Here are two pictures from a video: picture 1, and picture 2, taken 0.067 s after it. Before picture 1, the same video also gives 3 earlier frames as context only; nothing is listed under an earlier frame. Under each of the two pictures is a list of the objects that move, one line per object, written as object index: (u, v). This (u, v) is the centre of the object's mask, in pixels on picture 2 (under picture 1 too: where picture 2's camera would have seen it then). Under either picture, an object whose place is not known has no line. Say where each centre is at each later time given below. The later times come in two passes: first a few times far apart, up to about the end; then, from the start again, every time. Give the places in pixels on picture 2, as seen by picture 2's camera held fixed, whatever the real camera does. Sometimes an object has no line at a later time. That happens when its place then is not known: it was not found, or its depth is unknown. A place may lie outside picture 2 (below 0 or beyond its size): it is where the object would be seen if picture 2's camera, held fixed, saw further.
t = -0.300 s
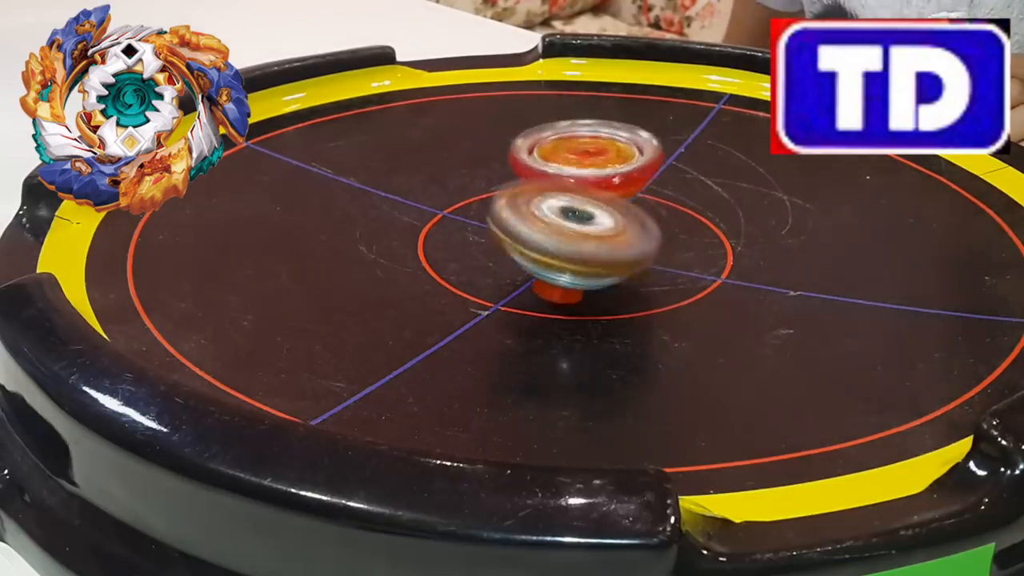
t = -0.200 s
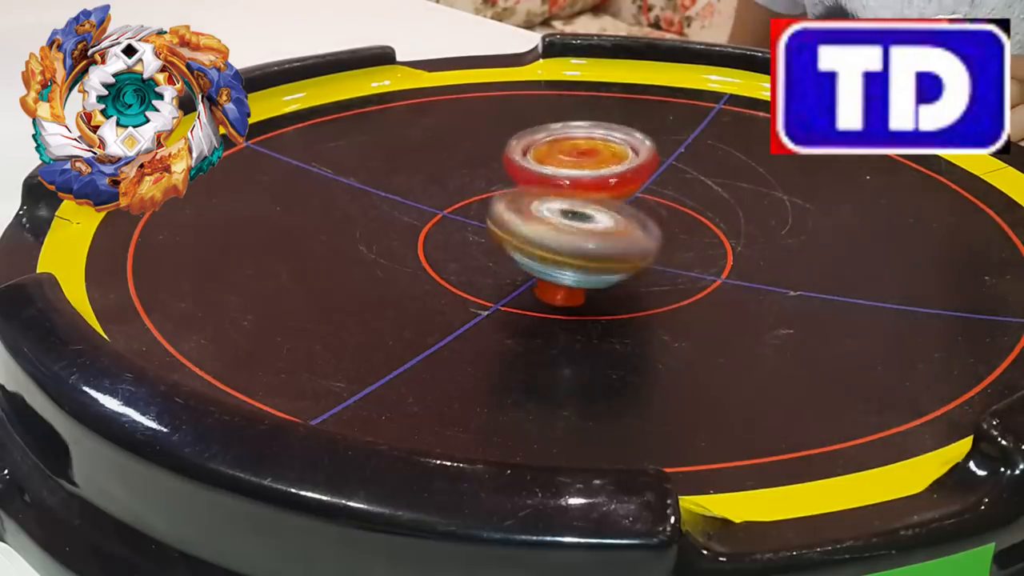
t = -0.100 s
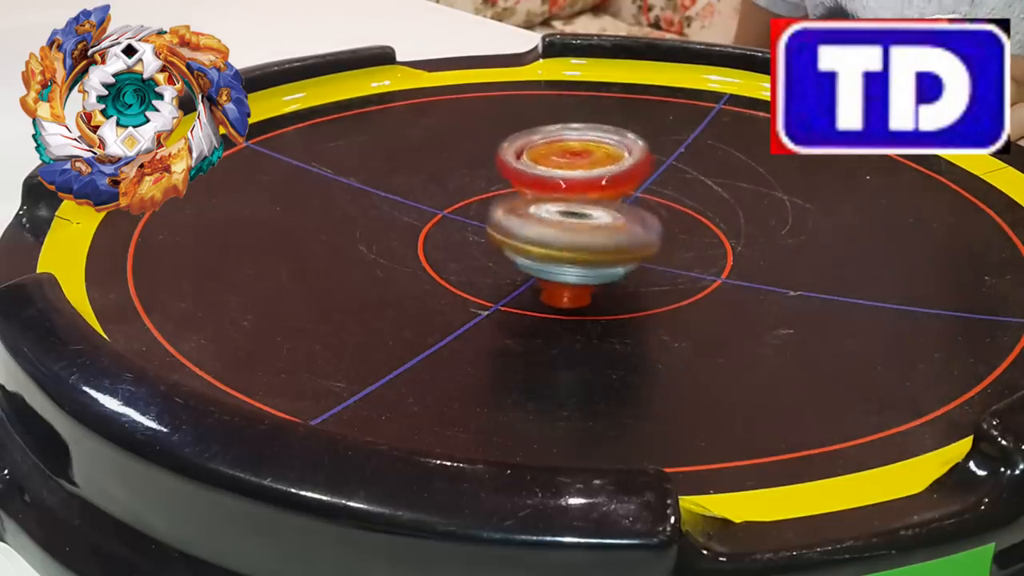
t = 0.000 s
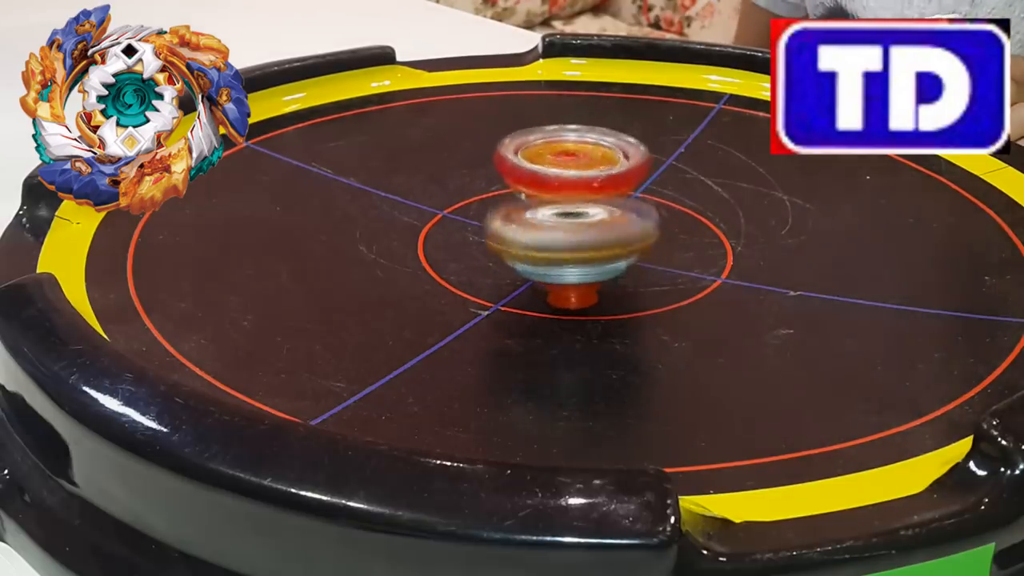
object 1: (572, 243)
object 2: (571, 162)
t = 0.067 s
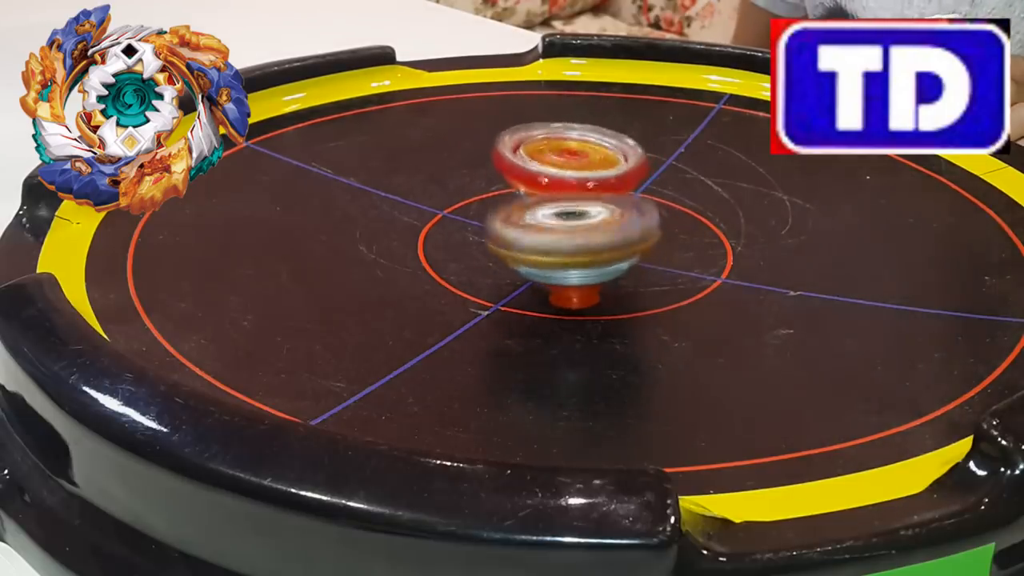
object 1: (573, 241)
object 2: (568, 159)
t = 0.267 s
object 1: (569, 235)
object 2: (561, 152)
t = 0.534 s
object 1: (550, 228)
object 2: (562, 147)
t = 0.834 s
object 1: (530, 236)
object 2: (572, 152)
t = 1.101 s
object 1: (528, 239)
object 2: (576, 159)
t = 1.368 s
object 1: (528, 245)
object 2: (588, 153)
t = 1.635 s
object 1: (515, 239)
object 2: (611, 150)
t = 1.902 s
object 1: (517, 236)
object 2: (616, 164)
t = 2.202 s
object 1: (513, 237)
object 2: (588, 169)
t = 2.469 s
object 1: (509, 235)
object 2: (575, 156)
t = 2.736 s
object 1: (505, 230)
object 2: (586, 152)
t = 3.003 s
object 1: (501, 229)
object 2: (593, 159)
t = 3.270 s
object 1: (501, 229)
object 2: (578, 161)
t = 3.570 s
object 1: (502, 233)
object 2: (579, 153)
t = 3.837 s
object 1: (496, 225)
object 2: (597, 157)
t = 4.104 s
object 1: (490, 228)
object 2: (596, 168)
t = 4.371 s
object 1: (489, 234)
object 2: (598, 172)
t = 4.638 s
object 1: (486, 227)
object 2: (615, 170)
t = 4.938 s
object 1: (490, 224)
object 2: (616, 175)
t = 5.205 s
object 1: (485, 225)
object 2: (619, 176)
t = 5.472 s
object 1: (480, 220)
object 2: (621, 174)
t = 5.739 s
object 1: (482, 219)
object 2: (614, 173)
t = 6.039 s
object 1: (473, 217)
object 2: (605, 168)
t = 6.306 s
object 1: (470, 214)
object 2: (606, 169)
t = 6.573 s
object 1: (466, 217)
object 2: (614, 172)
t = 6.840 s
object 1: (464, 213)
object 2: (604, 176)
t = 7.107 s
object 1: (468, 216)
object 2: (609, 171)
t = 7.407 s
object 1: (464, 212)
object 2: (619, 172)
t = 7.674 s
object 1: (443, 187)
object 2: (623, 177)
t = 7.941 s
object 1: (411, 185)
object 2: (623, 181)
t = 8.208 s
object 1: (440, 198)
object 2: (612, 182)
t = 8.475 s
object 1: (440, 198)
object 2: (661, 176)
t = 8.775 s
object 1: (463, 203)
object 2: (674, 193)
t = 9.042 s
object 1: (476, 180)
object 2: (633, 188)
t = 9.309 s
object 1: (461, 175)
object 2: (641, 165)
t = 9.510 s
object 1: (473, 185)
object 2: (661, 166)
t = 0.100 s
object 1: (574, 240)
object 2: (566, 158)
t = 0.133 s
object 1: (572, 240)
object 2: (565, 158)
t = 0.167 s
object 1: (571, 239)
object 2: (565, 156)
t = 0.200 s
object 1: (571, 237)
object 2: (561, 154)
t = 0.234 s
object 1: (570, 236)
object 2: (561, 153)
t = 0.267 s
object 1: (569, 235)
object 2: (561, 152)
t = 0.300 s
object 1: (568, 233)
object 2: (559, 150)
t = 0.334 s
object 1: (566, 232)
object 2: (560, 150)
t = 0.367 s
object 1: (565, 232)
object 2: (560, 149)
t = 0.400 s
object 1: (562, 231)
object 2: (560, 149)
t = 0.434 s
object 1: (559, 230)
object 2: (561, 147)
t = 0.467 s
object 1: (556, 230)
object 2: (561, 148)
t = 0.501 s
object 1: (553, 228)
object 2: (563, 148)
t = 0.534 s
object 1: (550, 228)
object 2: (562, 147)
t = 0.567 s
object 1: (548, 229)
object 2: (563, 148)
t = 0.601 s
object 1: (543, 228)
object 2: (563, 148)
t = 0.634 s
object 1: (539, 230)
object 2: (566, 149)
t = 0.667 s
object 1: (534, 231)
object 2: (570, 150)
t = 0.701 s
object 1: (529, 232)
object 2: (567, 150)
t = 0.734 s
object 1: (528, 233)
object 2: (570, 151)
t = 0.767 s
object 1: (528, 234)
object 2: (571, 151)
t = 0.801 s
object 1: (529, 234)
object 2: (571, 151)
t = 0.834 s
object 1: (530, 236)
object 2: (572, 152)
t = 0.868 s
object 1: (530, 236)
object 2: (573, 153)
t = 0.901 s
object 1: (530, 237)
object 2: (575, 154)
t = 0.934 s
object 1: (530, 238)
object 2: (573, 154)
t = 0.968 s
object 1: (529, 238)
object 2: (576, 156)
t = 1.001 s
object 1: (529, 239)
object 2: (576, 156)
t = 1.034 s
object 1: (528, 239)
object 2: (576, 158)
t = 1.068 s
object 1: (528, 239)
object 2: (577, 159)
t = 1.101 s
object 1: (528, 239)
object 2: (576, 159)
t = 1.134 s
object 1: (528, 239)
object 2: (577, 159)
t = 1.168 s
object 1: (528, 238)
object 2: (577, 159)
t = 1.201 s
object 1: (527, 238)
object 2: (579, 159)
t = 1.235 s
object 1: (524, 243)
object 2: (581, 158)
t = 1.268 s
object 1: (524, 246)
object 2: (583, 156)
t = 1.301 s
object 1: (528, 246)
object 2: (586, 155)
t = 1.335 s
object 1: (530, 246)
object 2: (587, 154)
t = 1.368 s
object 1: (528, 245)
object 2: (588, 153)
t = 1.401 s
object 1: (522, 244)
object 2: (591, 152)
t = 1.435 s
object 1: (519, 243)
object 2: (594, 151)
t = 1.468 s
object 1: (518, 243)
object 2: (597, 150)
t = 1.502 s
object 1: (518, 243)
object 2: (599, 150)
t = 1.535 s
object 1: (518, 242)
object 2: (603, 150)
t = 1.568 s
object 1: (518, 241)
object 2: (606, 150)
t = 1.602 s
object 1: (517, 241)
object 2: (609, 150)
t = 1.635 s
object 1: (515, 239)
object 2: (611, 150)
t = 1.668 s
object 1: (515, 239)
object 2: (614, 151)
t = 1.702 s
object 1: (515, 238)
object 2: (616, 153)
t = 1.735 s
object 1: (515, 238)
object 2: (617, 155)
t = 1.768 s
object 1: (514, 237)
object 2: (618, 156)
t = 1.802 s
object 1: (514, 237)
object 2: (618, 158)
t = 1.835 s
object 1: (513, 236)
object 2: (618, 160)
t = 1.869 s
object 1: (514, 237)
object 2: (617, 162)
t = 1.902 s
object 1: (517, 236)
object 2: (616, 164)
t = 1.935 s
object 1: (519, 237)
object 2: (613, 165)
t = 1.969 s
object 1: (519, 237)
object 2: (610, 167)
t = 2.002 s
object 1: (517, 237)
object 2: (608, 168)
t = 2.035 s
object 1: (514, 237)
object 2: (604, 169)
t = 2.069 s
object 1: (512, 237)
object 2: (601, 170)
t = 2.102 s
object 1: (512, 237)
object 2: (597, 170)
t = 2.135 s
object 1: (512, 237)
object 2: (593, 170)
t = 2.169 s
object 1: (511, 238)
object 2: (589, 170)
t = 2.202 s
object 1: (513, 237)
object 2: (588, 169)
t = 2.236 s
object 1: (514, 237)
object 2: (583, 167)
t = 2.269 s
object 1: (515, 238)
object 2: (582, 167)
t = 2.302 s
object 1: (513, 237)
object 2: (579, 164)
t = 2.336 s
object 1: (510, 237)
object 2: (577, 163)
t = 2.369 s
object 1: (508, 237)
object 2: (577, 161)
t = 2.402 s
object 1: (508, 236)
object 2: (576, 159)
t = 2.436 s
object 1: (508, 236)
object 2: (576, 158)
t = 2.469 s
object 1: (509, 235)
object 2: (575, 156)
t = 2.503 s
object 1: (509, 234)
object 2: (576, 156)
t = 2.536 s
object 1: (508, 234)
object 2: (576, 154)
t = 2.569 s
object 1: (508, 233)
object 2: (579, 153)
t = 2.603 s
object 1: (511, 232)
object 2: (579, 152)
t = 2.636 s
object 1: (512, 231)
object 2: (581, 152)
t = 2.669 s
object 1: (512, 231)
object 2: (582, 152)
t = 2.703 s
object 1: (510, 230)
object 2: (584, 152)
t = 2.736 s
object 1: (505, 230)
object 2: (586, 152)
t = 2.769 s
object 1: (504, 230)
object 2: (588, 154)
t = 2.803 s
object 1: (504, 230)
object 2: (590, 154)
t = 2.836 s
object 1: (507, 230)
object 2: (590, 155)
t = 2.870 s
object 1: (508, 230)
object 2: (592, 156)
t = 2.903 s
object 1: (506, 229)
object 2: (591, 157)
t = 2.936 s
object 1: (504, 229)
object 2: (593, 158)
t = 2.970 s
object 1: (502, 229)
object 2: (592, 160)
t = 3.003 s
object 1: (501, 229)
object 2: (593, 159)
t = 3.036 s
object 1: (503, 230)
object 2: (592, 160)
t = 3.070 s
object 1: (505, 230)
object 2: (591, 160)
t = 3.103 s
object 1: (505, 229)
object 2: (588, 161)
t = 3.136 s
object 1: (503, 230)
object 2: (587, 162)
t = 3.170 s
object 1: (499, 229)
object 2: (584, 162)
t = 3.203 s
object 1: (497, 229)
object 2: (582, 162)
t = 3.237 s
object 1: (497, 229)
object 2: (579, 162)
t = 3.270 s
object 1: (501, 229)
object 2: (578, 161)
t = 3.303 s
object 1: (504, 232)
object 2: (575, 161)
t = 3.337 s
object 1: (507, 233)
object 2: (575, 161)
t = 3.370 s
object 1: (509, 233)
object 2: (574, 160)
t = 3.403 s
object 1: (508, 233)
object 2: (572, 159)
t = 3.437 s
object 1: (506, 234)
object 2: (573, 158)
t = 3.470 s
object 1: (503, 234)
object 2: (573, 156)
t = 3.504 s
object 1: (502, 233)
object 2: (575, 155)
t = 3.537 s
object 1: (502, 233)
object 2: (577, 154)
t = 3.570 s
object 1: (502, 233)
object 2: (579, 153)
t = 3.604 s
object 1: (501, 232)
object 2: (581, 153)
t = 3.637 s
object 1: (499, 231)
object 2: (584, 153)
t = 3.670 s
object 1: (498, 230)
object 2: (588, 153)
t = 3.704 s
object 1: (498, 229)
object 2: (590, 153)
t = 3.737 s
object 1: (498, 228)
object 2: (593, 154)
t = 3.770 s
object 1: (498, 227)
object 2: (596, 155)
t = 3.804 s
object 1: (496, 226)
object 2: (597, 156)
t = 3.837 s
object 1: (496, 225)
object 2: (597, 157)
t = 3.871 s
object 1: (496, 224)
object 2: (599, 158)
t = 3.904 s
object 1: (495, 224)
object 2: (600, 160)
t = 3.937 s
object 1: (494, 224)
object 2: (600, 162)
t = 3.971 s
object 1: (494, 224)
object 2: (599, 163)
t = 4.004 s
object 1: (495, 224)
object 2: (600, 166)
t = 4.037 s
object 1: (493, 225)
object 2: (601, 167)
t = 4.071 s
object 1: (488, 227)
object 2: (599, 169)
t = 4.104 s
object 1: (490, 228)
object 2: (596, 168)
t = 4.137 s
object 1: (489, 229)
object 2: (595, 170)
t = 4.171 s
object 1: (491, 230)
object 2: (595, 171)
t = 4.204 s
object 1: (490, 232)
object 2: (594, 173)
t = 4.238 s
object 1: (489, 233)
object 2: (594, 173)
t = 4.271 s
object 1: (489, 233)
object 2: (597, 173)
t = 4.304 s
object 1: (489, 233)
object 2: (596, 172)
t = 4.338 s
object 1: (490, 235)
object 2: (596, 172)
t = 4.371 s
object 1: (489, 234)
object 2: (598, 172)
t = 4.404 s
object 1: (489, 233)
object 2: (601, 172)
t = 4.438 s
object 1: (489, 232)
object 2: (602, 171)
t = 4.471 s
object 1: (488, 231)
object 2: (606, 171)
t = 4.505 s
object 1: (489, 231)
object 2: (608, 170)
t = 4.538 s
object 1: (490, 229)
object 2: (609, 169)
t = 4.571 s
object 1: (490, 229)
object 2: (609, 169)
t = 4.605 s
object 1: (488, 228)
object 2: (612, 169)
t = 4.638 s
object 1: (486, 227)
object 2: (615, 170)
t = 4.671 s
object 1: (484, 226)
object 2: (615, 171)
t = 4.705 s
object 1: (486, 225)
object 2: (617, 171)
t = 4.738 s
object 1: (486, 225)
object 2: (617, 171)
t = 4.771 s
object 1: (487, 224)
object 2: (619, 172)
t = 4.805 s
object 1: (486, 224)
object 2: (618, 173)
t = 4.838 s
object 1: (486, 224)
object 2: (618, 173)
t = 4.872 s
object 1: (488, 224)
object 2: (618, 174)
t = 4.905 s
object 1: (489, 225)
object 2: (618, 174)
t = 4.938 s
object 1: (490, 224)
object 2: (616, 175)
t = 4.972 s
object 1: (488, 225)
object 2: (616, 175)
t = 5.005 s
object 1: (487, 224)
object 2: (616, 175)
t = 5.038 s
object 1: (484, 224)
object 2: (618, 176)
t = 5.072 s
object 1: (484, 225)
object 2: (617, 176)
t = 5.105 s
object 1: (487, 225)
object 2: (617, 175)
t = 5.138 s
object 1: (489, 226)
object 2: (617, 176)
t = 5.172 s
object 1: (489, 226)
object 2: (620, 176)
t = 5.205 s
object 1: (485, 225)
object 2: (619, 176)
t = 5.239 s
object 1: (482, 224)
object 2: (620, 176)
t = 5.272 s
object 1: (481, 224)
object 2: (622, 175)
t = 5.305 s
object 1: (482, 223)
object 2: (621, 175)
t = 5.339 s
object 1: (482, 222)
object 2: (620, 175)
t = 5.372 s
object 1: (481, 222)
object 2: (622, 175)
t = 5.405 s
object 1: (482, 221)
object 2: (623, 174)
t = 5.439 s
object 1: (480, 220)
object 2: (622, 175)
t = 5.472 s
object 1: (480, 220)
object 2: (621, 174)
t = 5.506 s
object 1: (480, 220)
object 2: (623, 174)
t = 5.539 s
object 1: (483, 220)
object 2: (622, 174)
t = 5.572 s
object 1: (485, 219)
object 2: (621, 174)
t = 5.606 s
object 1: (485, 219)
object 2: (619, 173)
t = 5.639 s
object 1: (486, 219)
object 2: (618, 173)
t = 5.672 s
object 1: (484, 218)
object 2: (618, 174)
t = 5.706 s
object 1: (484, 218)
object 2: (617, 173)
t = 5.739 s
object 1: (482, 219)
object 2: (614, 173)
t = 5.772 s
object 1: (480, 219)
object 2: (613, 172)
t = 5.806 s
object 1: (479, 218)
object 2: (613, 172)
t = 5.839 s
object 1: (479, 218)
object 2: (612, 171)
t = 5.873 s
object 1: (480, 219)
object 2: (610, 171)
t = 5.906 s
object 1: (480, 218)
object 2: (608, 169)
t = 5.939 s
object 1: (480, 218)
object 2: (609, 169)
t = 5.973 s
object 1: (478, 218)
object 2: (607, 169)
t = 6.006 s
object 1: (475, 217)
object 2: (606, 169)
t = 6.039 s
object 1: (473, 217)
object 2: (605, 168)
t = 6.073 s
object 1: (473, 217)
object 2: (604, 168)
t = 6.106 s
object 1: (477, 216)
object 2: (605, 167)
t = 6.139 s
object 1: (478, 216)
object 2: (603, 166)
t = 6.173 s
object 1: (481, 215)
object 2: (602, 166)
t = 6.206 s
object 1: (480, 215)
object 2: (601, 165)
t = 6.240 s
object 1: (478, 214)
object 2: (603, 167)
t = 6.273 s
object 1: (477, 214)
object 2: (603, 168)
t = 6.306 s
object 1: (470, 214)
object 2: (606, 169)
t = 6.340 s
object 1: (471, 216)
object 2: (606, 169)
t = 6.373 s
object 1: (473, 217)
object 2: (605, 168)
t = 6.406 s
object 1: (477, 217)
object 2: (608, 168)
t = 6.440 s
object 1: (477, 217)
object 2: (611, 169)
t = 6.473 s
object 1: (474, 217)
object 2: (612, 170)
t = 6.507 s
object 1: (471, 218)
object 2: (610, 171)
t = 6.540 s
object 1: (467, 218)
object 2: (610, 172)
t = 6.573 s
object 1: (466, 217)
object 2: (614, 172)
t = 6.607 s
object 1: (466, 216)
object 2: (614, 174)
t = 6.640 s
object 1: (467, 216)
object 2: (611, 174)
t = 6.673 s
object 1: (466, 216)
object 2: (610, 175)
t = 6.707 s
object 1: (463, 216)
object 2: (611, 176)
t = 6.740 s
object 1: (462, 215)
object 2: (611, 176)
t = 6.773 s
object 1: (461, 215)
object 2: (608, 177)
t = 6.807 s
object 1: (462, 213)
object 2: (604, 177)
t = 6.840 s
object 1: (464, 213)
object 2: (604, 176)
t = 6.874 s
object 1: (466, 213)
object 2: (604, 178)
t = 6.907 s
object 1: (465, 213)
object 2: (603, 177)
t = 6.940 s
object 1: (464, 213)
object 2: (601, 176)
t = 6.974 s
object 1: (466, 214)
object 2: (603, 174)
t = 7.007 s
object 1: (466, 215)
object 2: (603, 174)
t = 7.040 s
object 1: (467, 216)
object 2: (602, 173)
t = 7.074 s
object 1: (468, 216)
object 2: (603, 171)
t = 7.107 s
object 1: (468, 216)
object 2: (609, 171)
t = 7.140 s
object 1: (468, 217)
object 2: (612, 170)
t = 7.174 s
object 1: (465, 217)
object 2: (610, 171)
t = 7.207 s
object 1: (464, 218)
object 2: (610, 170)
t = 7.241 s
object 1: (462, 217)
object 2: (613, 169)
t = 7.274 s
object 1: (461, 217)
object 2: (621, 170)
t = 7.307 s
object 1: (462, 216)
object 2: (620, 171)
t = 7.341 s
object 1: (462, 215)
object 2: (618, 172)
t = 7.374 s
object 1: (464, 213)
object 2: (617, 172)
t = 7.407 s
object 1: (464, 212)
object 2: (619, 172)
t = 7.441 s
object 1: (463, 209)
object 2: (623, 174)
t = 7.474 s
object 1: (465, 207)
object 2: (621, 175)
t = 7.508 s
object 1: (462, 204)
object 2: (616, 177)
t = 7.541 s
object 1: (464, 200)
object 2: (615, 177)
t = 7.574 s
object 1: (462, 199)
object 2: (617, 177)
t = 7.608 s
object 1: (459, 194)
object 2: (617, 178)
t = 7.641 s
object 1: (452, 191)
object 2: (620, 177)
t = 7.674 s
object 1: (443, 187)
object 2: (623, 177)
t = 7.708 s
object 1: (435, 186)
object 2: (621, 178)
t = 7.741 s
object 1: (431, 183)
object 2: (619, 178)
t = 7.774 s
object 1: (425, 183)
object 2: (621, 177)
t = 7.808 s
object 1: (422, 183)
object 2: (626, 178)
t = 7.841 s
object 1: (417, 181)
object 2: (628, 179)
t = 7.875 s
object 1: (413, 183)
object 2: (626, 180)
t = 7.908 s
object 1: (415, 185)
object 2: (622, 181)
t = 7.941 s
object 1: (411, 185)
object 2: (623, 181)
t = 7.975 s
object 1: (409, 186)
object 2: (626, 181)
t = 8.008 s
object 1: (412, 190)
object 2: (625, 182)
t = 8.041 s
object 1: (416, 193)
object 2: (623, 183)
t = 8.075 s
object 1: (417, 194)
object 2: (618, 183)
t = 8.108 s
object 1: (423, 197)
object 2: (619, 182)
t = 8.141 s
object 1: (428, 199)
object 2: (619, 183)
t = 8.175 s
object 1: (433, 200)
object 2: (616, 182)
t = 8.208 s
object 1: (440, 198)
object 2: (612, 182)
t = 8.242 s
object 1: (447, 198)
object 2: (608, 180)
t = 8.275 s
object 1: (454, 203)
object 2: (613, 180)
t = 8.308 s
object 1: (459, 205)
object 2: (615, 179)
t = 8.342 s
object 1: (454, 201)
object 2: (625, 177)
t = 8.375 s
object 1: (446, 198)
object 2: (638, 178)
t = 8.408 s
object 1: (443, 198)
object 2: (648, 176)
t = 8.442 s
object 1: (440, 198)
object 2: (657, 176)
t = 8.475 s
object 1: (440, 198)
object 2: (661, 176)
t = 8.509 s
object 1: (444, 199)
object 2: (665, 177)
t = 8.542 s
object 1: (450, 198)
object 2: (668, 178)
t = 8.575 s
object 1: (456, 199)
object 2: (673, 178)
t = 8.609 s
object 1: (458, 203)
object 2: (677, 180)
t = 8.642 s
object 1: (459, 204)
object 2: (679, 183)
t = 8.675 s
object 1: (460, 204)
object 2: (680, 186)
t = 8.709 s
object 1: (460, 204)
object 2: (679, 188)
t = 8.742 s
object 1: (462, 204)
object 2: (676, 191)
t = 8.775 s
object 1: (463, 203)
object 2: (674, 193)
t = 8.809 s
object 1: (468, 201)
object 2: (671, 194)
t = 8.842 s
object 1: (469, 200)
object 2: (666, 194)
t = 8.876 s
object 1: (472, 197)
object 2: (658, 196)
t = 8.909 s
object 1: (474, 195)
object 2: (653, 195)
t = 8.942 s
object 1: (476, 191)
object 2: (649, 194)
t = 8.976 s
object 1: (477, 188)
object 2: (643, 193)
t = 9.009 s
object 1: (477, 187)
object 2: (637, 190)
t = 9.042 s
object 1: (476, 180)
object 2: (633, 188)
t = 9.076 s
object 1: (475, 182)
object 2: (631, 185)
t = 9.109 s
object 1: (471, 180)
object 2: (632, 183)
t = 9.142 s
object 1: (469, 177)
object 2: (630, 179)
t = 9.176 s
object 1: (467, 176)
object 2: (629, 174)
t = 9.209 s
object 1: (464, 176)
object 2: (631, 171)
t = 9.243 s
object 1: (462, 175)
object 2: (636, 169)
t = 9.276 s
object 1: (461, 174)
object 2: (638, 166)
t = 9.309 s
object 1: (461, 175)
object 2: (641, 165)
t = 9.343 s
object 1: (463, 177)
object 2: (645, 164)
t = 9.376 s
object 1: (466, 180)
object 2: (648, 163)
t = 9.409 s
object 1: (466, 182)
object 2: (651, 163)
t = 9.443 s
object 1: (467, 179)
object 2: (656, 163)
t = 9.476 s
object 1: (469, 184)
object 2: (660, 165)
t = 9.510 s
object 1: (473, 185)
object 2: (661, 166)
